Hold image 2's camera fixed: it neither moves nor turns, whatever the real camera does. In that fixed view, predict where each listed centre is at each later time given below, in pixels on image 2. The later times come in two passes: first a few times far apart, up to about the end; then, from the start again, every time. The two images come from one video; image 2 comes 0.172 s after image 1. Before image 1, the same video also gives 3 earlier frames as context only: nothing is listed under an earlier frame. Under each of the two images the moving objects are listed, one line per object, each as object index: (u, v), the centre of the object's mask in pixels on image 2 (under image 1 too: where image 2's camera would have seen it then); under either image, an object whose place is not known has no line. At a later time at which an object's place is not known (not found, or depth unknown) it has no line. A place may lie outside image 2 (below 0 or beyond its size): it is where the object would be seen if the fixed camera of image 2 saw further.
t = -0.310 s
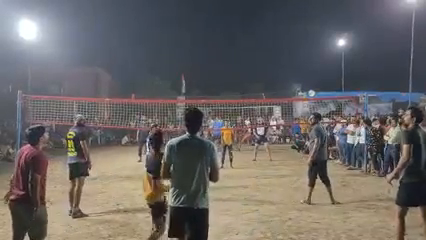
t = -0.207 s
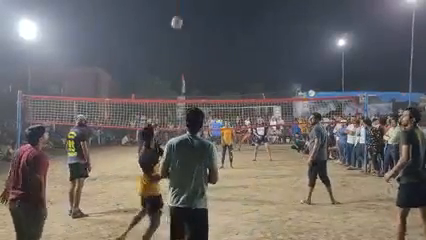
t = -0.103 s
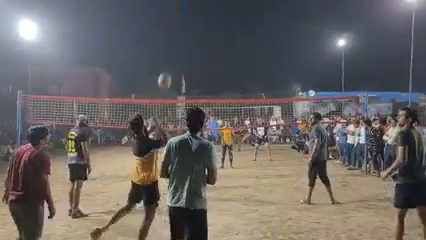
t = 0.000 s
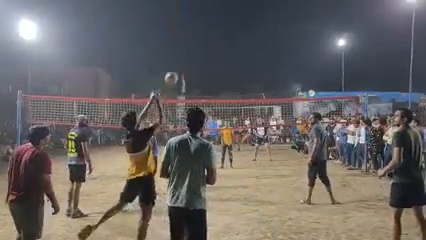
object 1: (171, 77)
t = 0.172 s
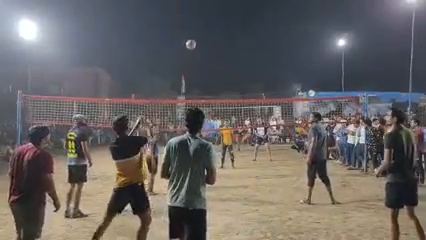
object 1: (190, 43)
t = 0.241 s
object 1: (196, 38)
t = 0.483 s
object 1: (210, 42)
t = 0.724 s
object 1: (219, 64)
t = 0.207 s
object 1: (193, 40)
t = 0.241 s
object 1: (196, 38)
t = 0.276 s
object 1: (198, 37)
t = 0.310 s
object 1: (202, 36)
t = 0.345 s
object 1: (204, 37)
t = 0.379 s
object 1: (205, 37)
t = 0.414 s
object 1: (207, 39)
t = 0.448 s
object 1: (209, 40)
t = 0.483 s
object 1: (210, 42)
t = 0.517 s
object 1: (212, 45)
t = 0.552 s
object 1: (213, 47)
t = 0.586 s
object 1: (214, 50)
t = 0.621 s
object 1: (215, 53)
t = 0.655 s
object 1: (217, 57)
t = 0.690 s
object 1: (218, 60)
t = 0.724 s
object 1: (219, 64)
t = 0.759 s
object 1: (220, 68)
